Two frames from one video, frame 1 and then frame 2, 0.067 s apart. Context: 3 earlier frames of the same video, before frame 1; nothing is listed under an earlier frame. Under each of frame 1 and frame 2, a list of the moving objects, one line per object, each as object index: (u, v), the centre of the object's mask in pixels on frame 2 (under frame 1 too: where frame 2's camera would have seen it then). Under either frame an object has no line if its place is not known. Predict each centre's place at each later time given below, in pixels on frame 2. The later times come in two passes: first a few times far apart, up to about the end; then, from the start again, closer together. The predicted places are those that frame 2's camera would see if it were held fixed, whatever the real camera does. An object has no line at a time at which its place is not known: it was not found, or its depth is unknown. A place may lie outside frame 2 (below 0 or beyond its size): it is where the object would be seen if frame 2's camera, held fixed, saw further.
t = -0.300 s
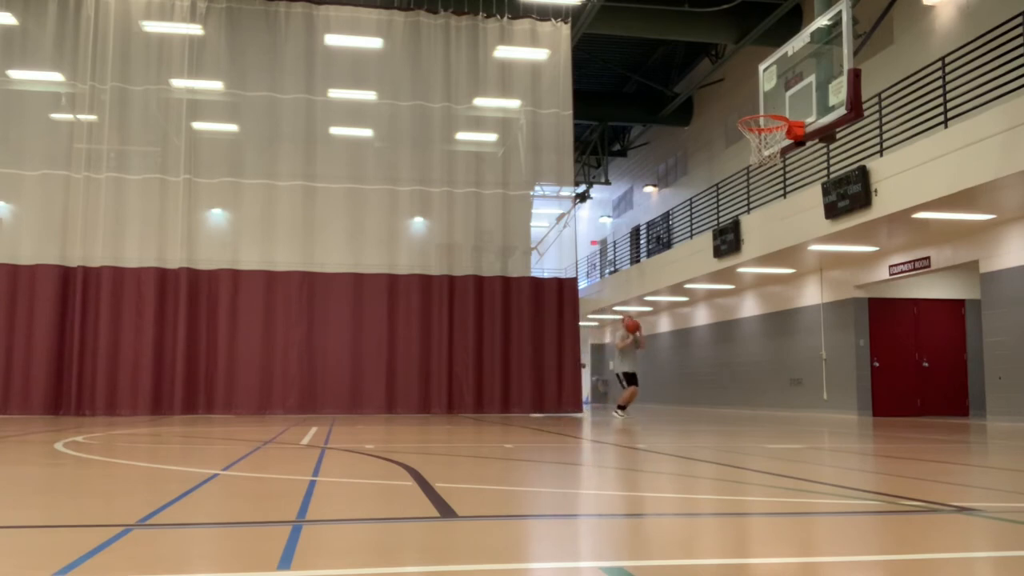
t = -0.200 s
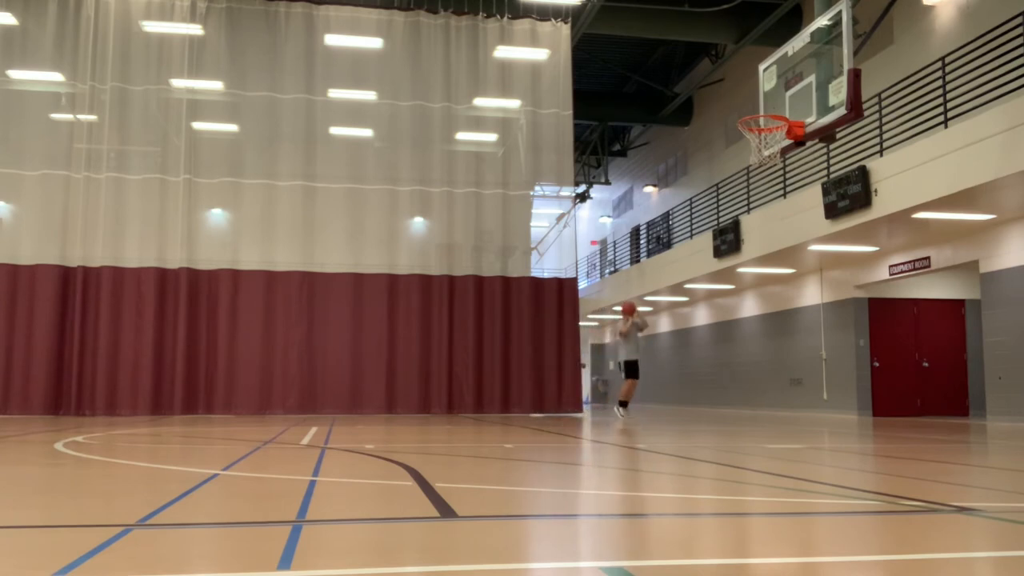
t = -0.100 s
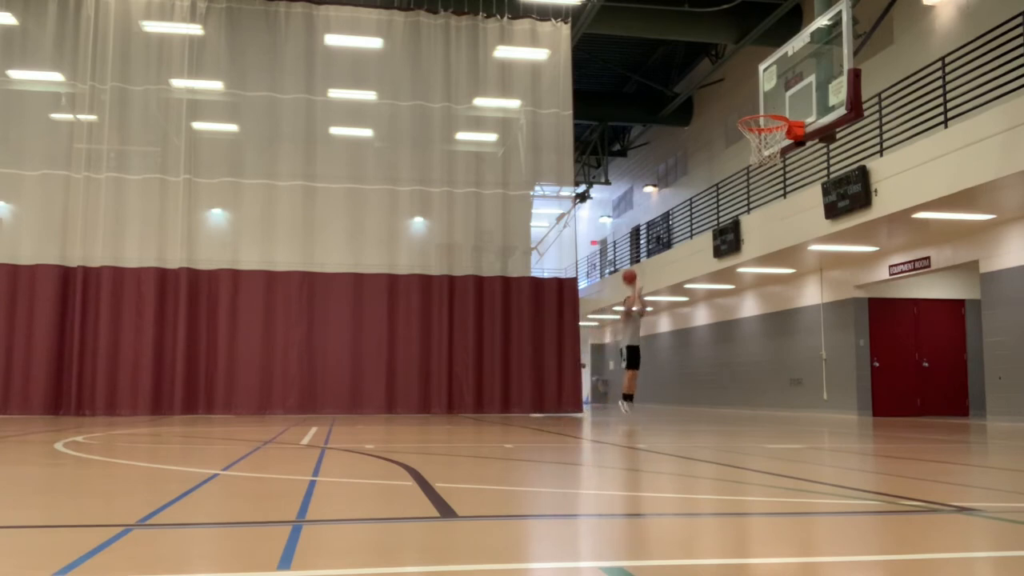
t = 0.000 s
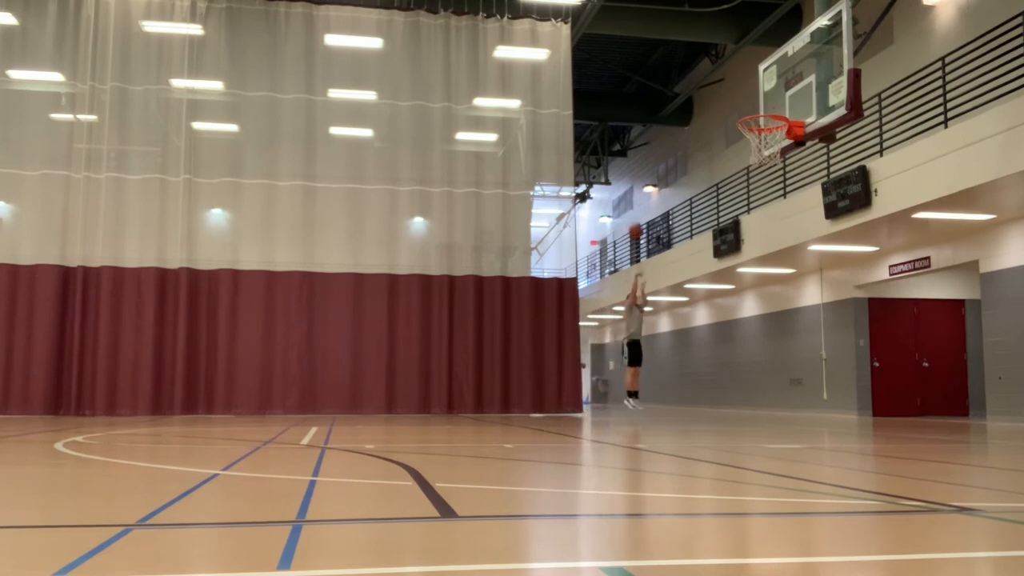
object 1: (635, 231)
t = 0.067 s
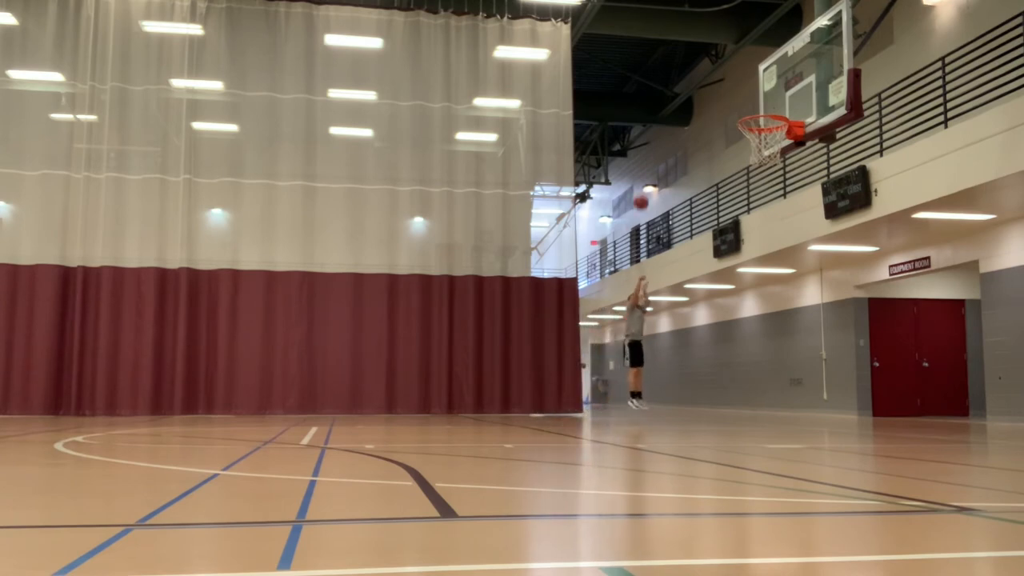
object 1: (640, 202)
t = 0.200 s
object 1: (650, 150)
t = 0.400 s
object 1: (667, 90)
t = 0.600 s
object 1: (686, 51)
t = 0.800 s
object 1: (708, 38)
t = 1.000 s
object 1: (733, 56)
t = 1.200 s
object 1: (765, 113)
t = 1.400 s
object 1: (763, 197)
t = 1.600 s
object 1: (759, 294)
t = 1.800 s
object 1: (756, 420)
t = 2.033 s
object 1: (745, 329)
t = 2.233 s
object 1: (738, 290)
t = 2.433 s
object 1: (732, 287)
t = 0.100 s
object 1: (643, 188)
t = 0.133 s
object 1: (646, 175)
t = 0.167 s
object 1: (648, 163)
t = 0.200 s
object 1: (650, 150)
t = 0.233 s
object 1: (653, 138)
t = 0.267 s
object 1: (656, 127)
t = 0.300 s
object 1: (659, 116)
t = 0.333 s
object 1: (661, 108)
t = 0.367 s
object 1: (664, 98)
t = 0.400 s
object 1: (667, 90)
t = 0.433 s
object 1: (670, 82)
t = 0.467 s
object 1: (673, 74)
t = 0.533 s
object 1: (679, 61)
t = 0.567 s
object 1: (683, 56)
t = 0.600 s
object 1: (686, 51)
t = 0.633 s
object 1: (690, 46)
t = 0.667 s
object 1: (693, 43)
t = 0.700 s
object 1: (696, 40)
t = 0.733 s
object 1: (700, 39)
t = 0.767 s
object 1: (704, 38)
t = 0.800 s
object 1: (708, 38)
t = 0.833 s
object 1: (712, 38)
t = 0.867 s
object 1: (716, 40)
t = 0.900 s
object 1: (720, 43)
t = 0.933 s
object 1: (724, 46)
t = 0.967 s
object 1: (728, 50)
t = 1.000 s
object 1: (733, 56)
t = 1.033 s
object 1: (738, 63)
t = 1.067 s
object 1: (743, 71)
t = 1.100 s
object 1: (748, 80)
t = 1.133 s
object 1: (753, 91)
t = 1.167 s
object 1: (759, 102)
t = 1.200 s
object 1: (765, 113)
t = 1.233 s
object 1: (765, 129)
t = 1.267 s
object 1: (767, 147)
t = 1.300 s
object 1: (767, 160)
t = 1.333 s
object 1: (765, 171)
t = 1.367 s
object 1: (764, 184)
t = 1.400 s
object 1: (763, 197)
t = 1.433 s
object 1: (763, 211)
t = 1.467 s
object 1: (762, 226)
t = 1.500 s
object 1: (761, 242)
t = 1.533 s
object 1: (760, 258)
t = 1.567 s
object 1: (759, 278)
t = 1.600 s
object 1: (759, 294)
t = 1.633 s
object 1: (759, 314)
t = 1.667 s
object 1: (758, 333)
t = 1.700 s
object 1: (758, 354)
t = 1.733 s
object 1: (757, 375)
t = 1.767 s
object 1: (757, 397)
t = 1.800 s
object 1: (756, 420)
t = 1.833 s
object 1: (754, 406)
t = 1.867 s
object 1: (753, 390)
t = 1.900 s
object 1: (751, 376)
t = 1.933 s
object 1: (750, 362)
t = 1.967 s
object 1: (748, 350)
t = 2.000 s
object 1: (746, 338)
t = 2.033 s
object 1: (745, 329)
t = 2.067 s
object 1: (744, 319)
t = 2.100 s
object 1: (742, 311)
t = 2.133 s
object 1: (741, 304)
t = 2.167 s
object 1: (740, 299)
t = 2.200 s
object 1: (739, 294)
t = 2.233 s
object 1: (738, 290)
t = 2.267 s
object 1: (737, 287)
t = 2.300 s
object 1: (736, 286)
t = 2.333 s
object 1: (735, 285)
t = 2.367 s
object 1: (734, 285)
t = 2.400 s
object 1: (733, 285)
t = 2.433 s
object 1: (732, 287)
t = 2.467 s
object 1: (732, 290)
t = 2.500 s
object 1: (730, 293)
